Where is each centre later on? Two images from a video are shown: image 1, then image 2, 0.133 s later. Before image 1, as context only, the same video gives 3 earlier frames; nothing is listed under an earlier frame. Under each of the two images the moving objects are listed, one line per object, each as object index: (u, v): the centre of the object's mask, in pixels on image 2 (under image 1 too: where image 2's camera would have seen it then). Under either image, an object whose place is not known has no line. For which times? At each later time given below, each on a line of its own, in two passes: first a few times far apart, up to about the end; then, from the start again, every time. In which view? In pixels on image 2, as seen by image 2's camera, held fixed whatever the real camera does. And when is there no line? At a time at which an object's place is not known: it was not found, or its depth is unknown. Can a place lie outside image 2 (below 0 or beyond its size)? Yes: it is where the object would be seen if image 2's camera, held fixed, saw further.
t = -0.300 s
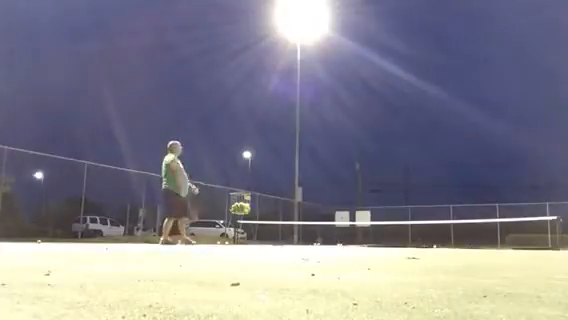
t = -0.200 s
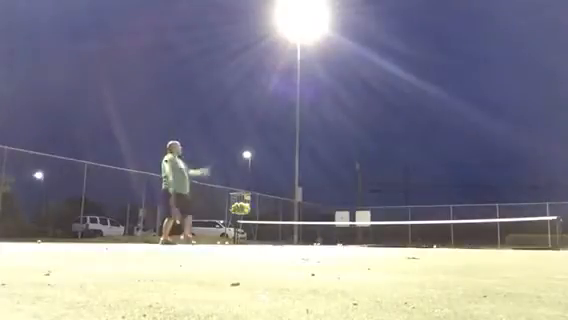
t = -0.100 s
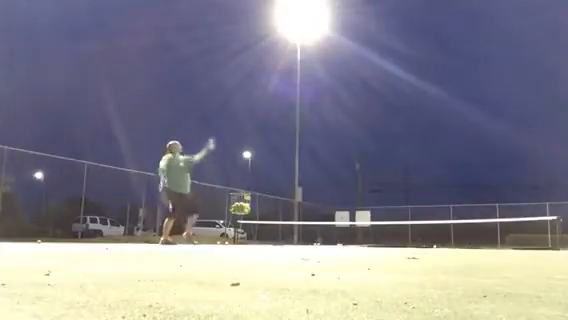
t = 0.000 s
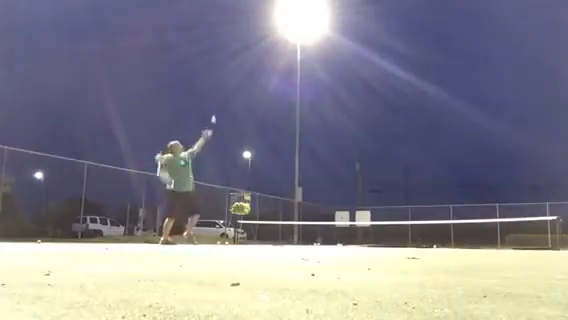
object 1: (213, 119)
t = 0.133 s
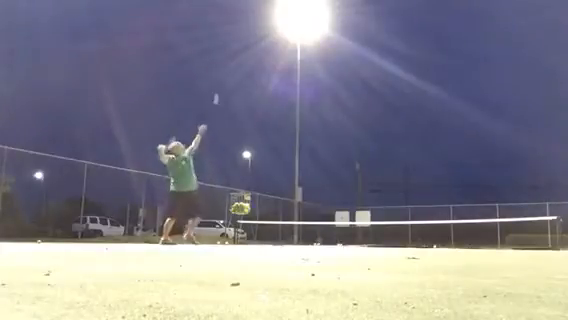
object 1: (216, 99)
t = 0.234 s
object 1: (217, 91)
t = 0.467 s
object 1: (220, 93)
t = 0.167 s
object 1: (216, 95)
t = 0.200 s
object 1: (217, 93)
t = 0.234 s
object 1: (217, 91)
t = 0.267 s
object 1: (218, 89)
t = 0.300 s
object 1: (218, 88)
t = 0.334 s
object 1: (219, 88)
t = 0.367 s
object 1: (219, 88)
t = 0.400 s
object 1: (219, 89)
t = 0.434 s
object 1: (219, 90)
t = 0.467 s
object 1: (220, 93)
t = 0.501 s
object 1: (220, 95)
